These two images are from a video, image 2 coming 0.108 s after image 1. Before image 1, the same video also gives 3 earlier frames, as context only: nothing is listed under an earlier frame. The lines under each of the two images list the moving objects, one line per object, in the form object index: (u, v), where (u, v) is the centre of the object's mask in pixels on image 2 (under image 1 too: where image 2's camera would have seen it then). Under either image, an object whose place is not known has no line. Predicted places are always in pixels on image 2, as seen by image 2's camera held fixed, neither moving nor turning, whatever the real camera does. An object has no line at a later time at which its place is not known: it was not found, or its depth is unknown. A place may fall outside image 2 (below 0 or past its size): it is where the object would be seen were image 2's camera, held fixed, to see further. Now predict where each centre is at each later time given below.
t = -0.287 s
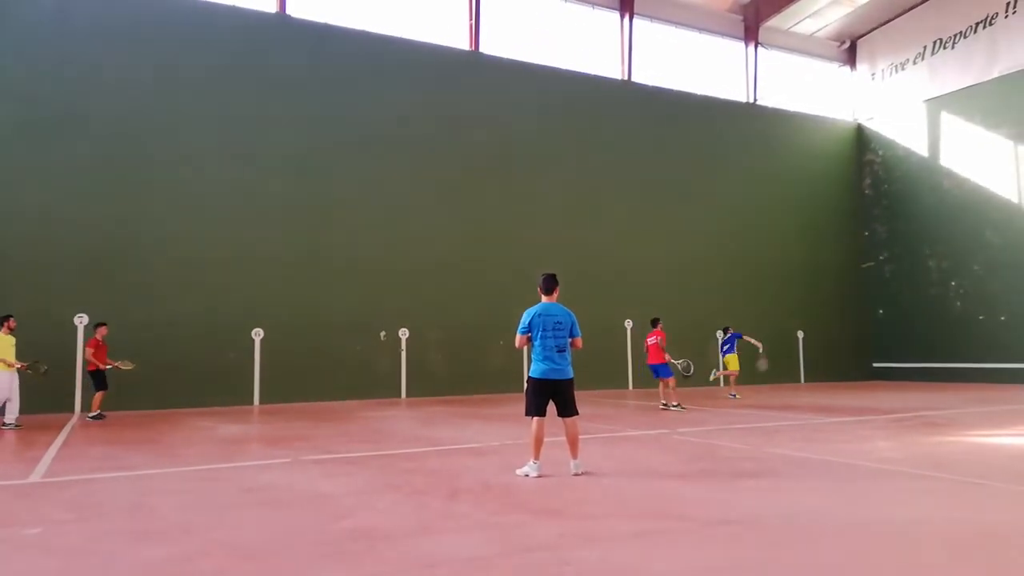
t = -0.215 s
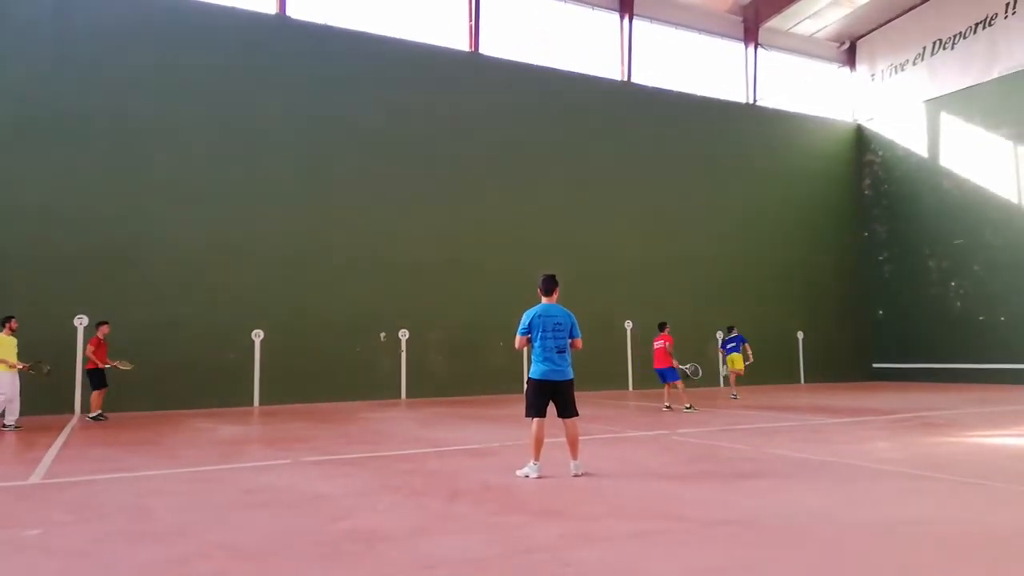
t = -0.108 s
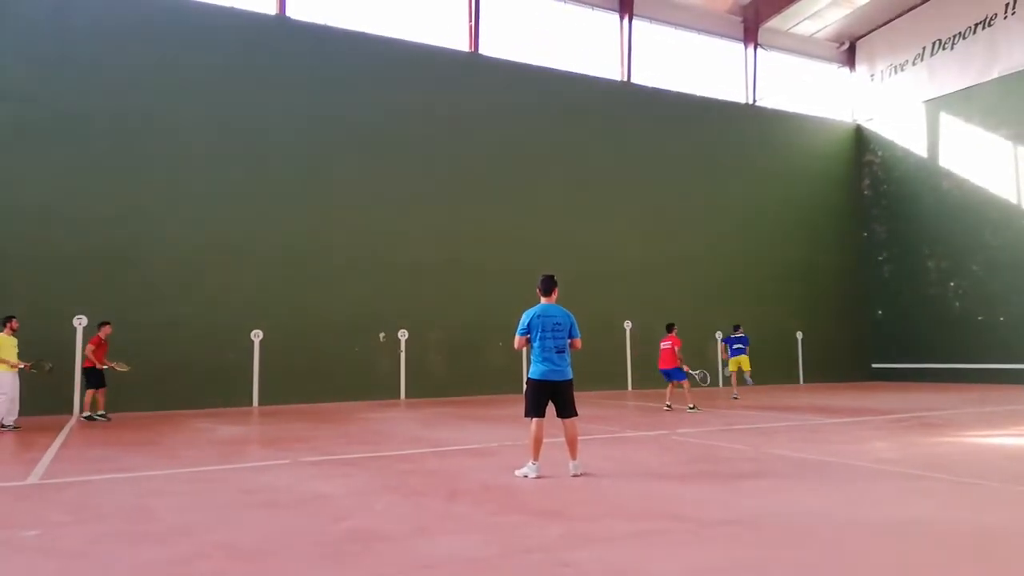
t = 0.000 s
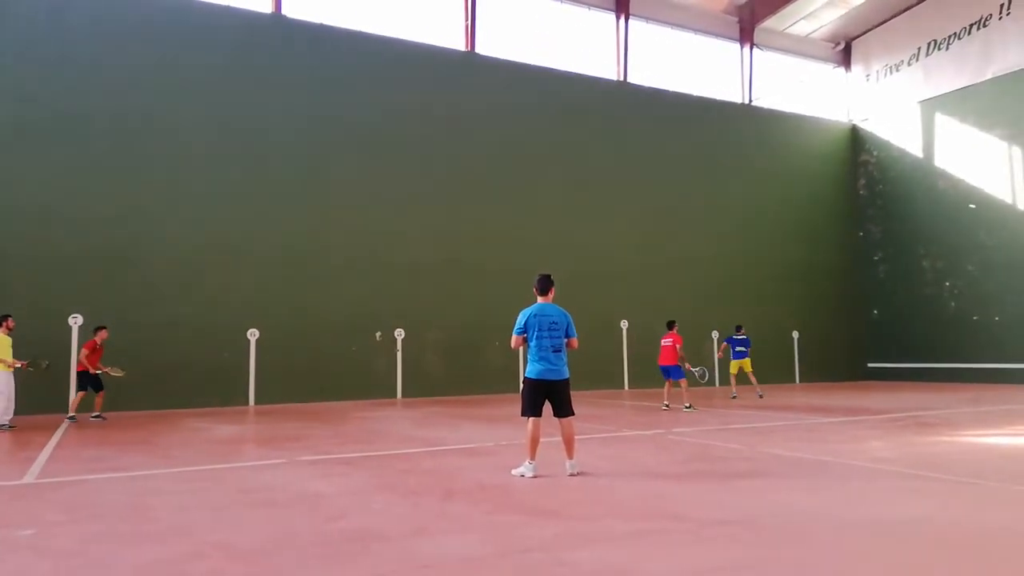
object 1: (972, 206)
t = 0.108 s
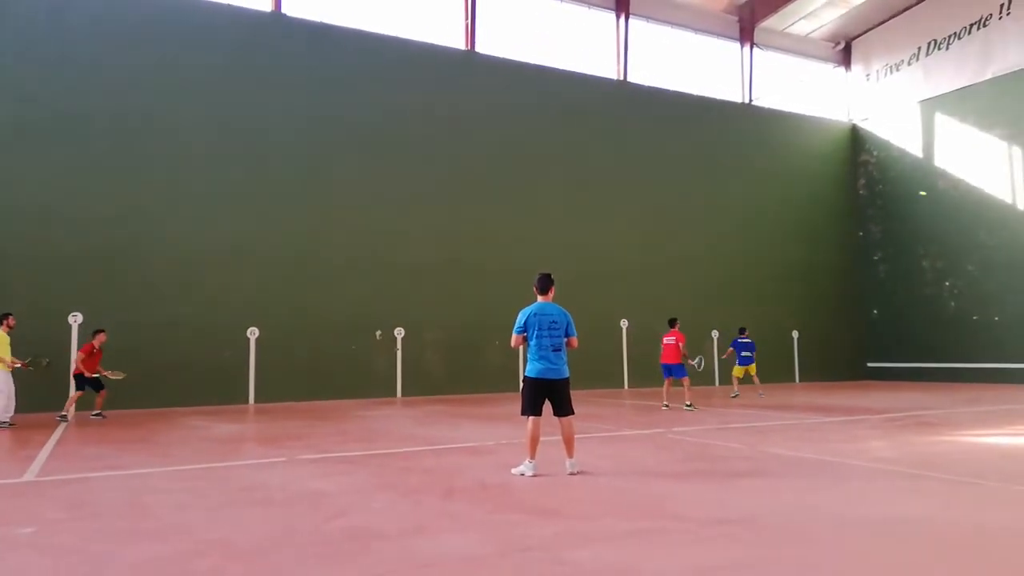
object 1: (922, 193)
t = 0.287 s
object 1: (833, 179)
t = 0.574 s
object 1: (663, 177)
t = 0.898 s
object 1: (413, 221)
